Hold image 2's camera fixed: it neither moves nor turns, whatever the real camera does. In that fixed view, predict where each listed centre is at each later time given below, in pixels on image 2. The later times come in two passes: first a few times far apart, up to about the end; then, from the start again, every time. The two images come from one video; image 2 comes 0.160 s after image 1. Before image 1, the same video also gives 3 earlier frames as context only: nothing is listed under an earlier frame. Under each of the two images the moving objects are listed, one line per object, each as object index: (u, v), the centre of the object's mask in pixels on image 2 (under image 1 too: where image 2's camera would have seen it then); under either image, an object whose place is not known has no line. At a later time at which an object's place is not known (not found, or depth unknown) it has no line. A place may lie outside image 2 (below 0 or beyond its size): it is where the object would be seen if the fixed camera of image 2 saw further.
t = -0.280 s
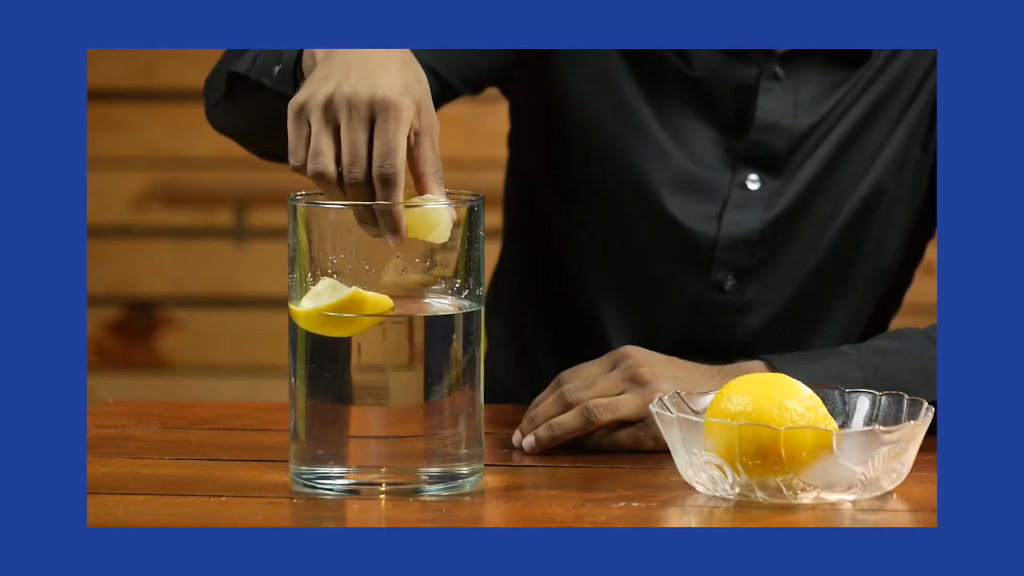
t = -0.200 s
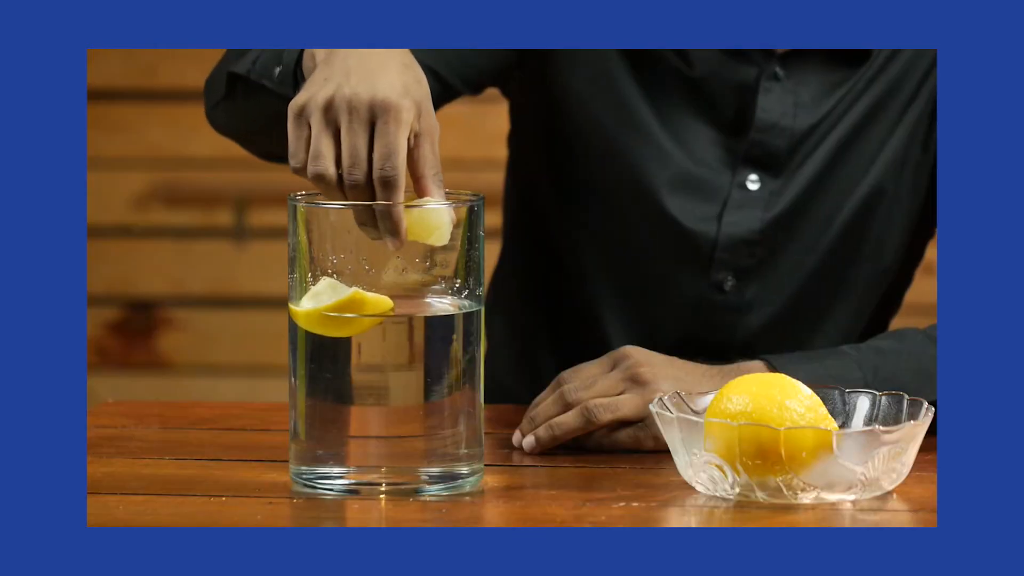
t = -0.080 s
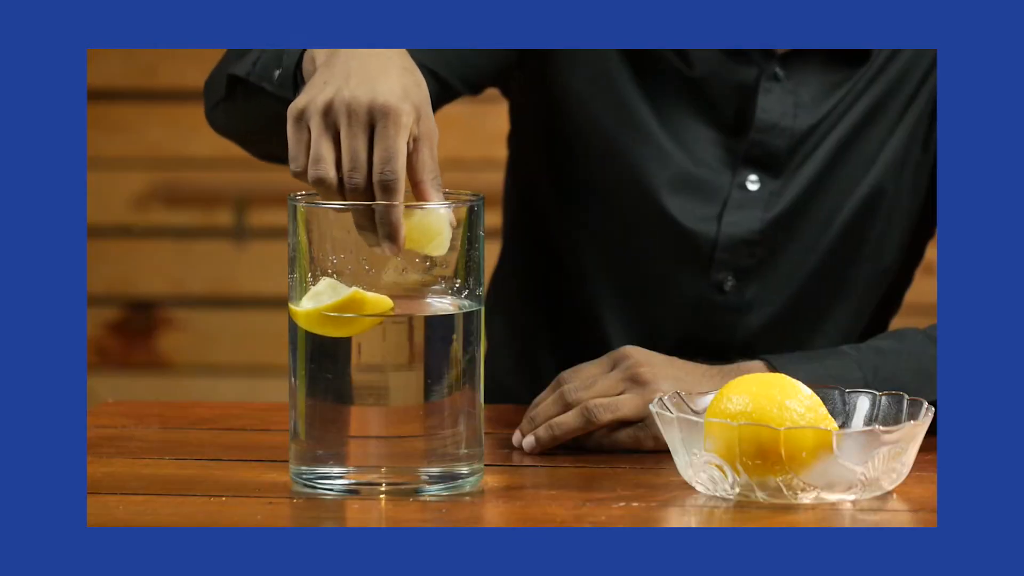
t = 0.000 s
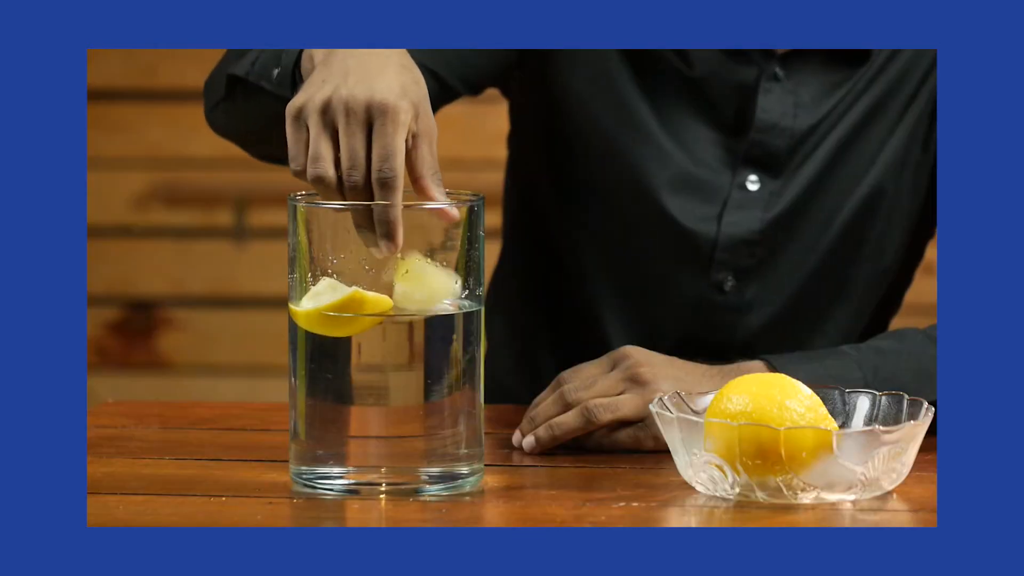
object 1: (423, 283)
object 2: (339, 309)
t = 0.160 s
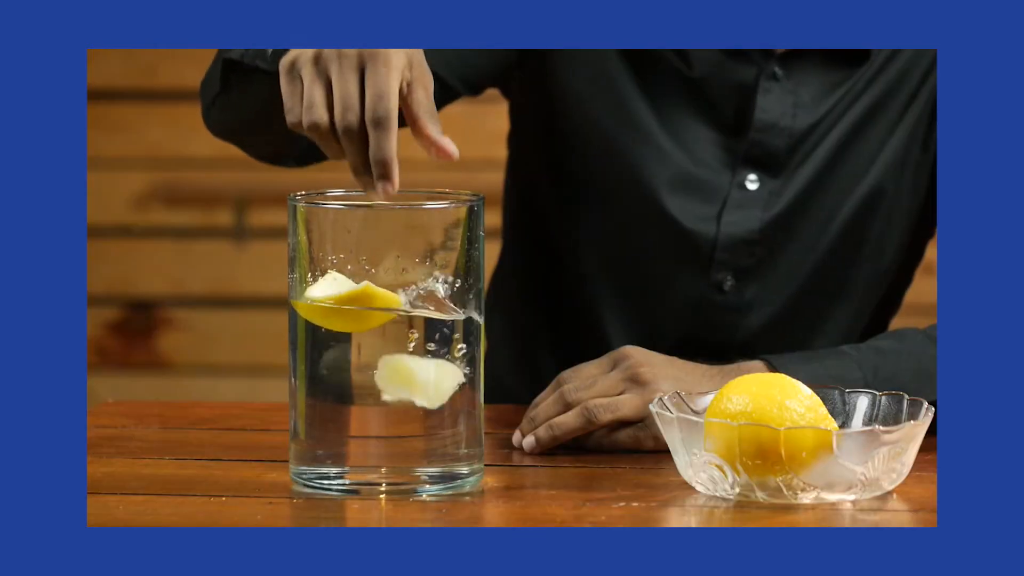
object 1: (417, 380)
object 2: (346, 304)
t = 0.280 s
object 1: (430, 410)
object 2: (357, 306)
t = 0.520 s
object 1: (443, 446)
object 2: (355, 304)
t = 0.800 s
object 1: (446, 446)
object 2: (350, 307)
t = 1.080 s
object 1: (445, 449)
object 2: (352, 309)
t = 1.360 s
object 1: (446, 449)
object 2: (349, 309)
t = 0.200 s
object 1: (421, 392)
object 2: (349, 304)
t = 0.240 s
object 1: (426, 401)
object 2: (352, 304)
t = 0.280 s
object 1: (430, 410)
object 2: (357, 306)
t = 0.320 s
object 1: (434, 418)
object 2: (358, 309)
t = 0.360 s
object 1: (438, 425)
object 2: (359, 312)
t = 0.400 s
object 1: (440, 431)
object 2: (357, 309)
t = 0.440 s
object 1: (441, 437)
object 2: (354, 304)
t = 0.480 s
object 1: (443, 442)
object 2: (354, 301)
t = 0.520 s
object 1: (443, 446)
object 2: (355, 304)
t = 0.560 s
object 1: (444, 449)
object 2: (355, 309)
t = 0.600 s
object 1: (445, 448)
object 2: (356, 313)
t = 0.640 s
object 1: (445, 447)
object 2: (357, 311)
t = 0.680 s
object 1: (446, 446)
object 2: (357, 308)
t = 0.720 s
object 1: (446, 446)
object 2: (356, 305)
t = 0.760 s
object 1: (446, 445)
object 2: (353, 306)
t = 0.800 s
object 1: (446, 446)
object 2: (350, 307)
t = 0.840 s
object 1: (446, 446)
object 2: (346, 308)
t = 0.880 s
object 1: (446, 446)
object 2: (348, 307)
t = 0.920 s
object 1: (446, 447)
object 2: (351, 306)
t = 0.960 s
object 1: (446, 447)
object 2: (354, 307)
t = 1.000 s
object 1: (446, 448)
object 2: (355, 309)
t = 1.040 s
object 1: (446, 448)
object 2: (354, 310)
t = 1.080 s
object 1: (445, 449)
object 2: (352, 309)
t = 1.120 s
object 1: (445, 449)
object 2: (349, 306)
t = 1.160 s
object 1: (445, 450)
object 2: (347, 304)
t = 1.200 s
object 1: (445, 450)
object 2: (348, 303)
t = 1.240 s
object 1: (445, 449)
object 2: (348, 305)
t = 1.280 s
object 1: (445, 449)
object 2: (348, 307)
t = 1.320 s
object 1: (446, 449)
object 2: (350, 309)
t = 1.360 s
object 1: (446, 449)
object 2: (349, 309)
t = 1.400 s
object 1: (446, 449)
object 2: (350, 307)
